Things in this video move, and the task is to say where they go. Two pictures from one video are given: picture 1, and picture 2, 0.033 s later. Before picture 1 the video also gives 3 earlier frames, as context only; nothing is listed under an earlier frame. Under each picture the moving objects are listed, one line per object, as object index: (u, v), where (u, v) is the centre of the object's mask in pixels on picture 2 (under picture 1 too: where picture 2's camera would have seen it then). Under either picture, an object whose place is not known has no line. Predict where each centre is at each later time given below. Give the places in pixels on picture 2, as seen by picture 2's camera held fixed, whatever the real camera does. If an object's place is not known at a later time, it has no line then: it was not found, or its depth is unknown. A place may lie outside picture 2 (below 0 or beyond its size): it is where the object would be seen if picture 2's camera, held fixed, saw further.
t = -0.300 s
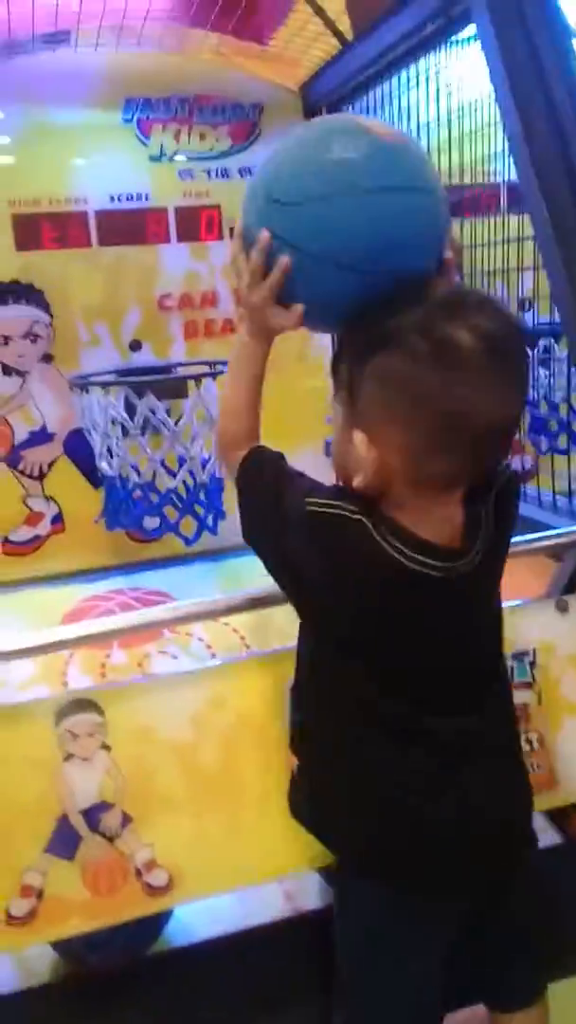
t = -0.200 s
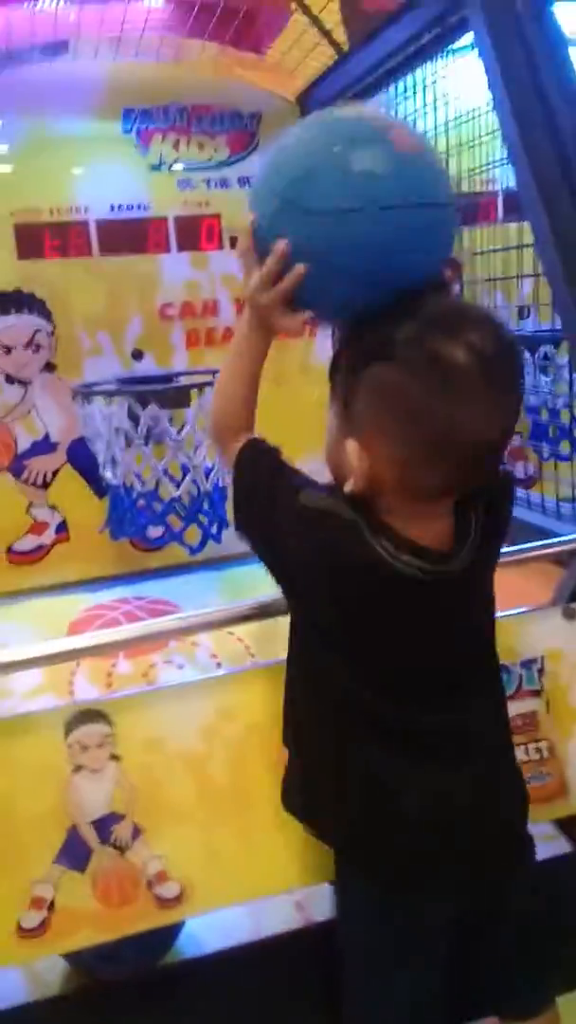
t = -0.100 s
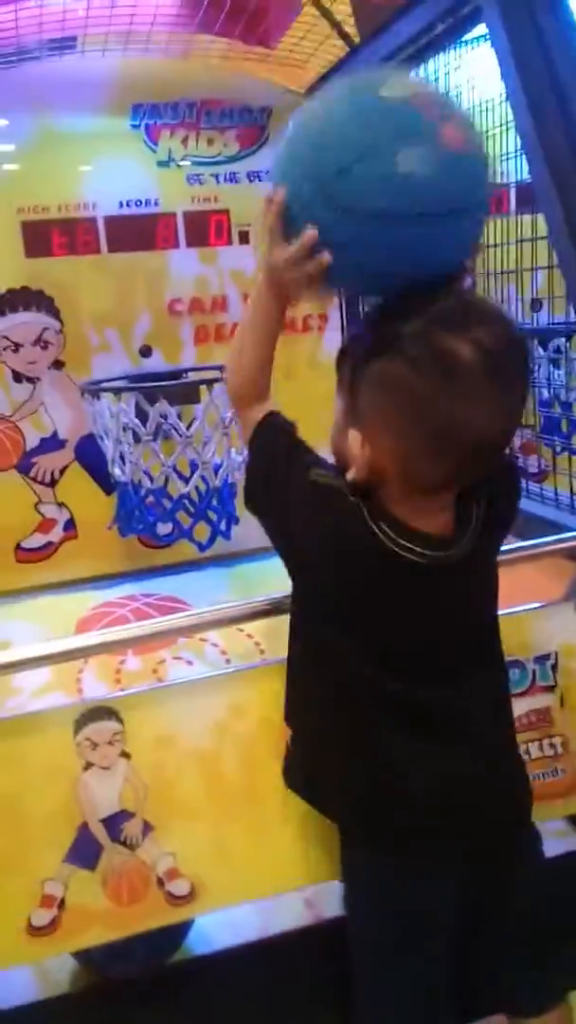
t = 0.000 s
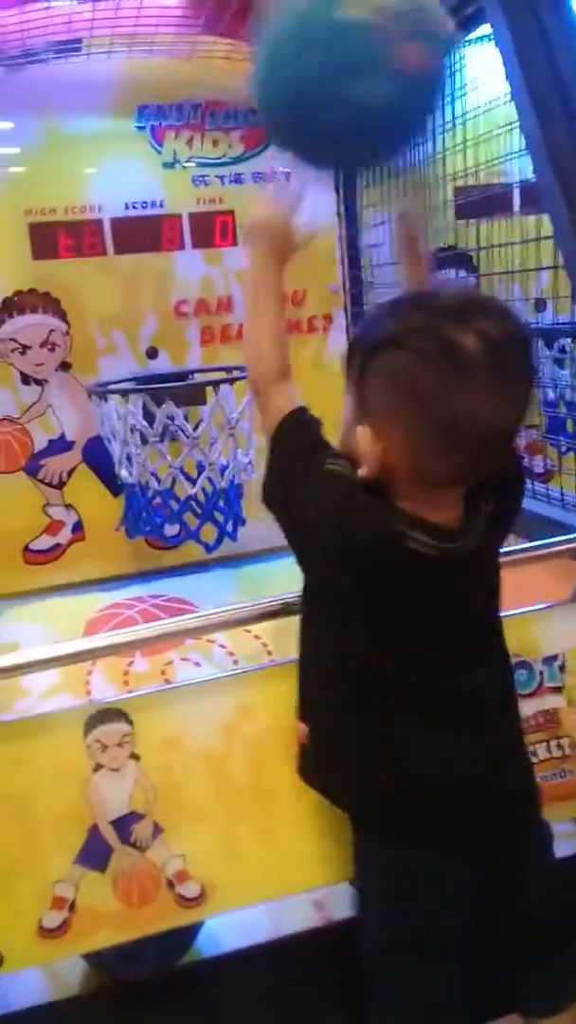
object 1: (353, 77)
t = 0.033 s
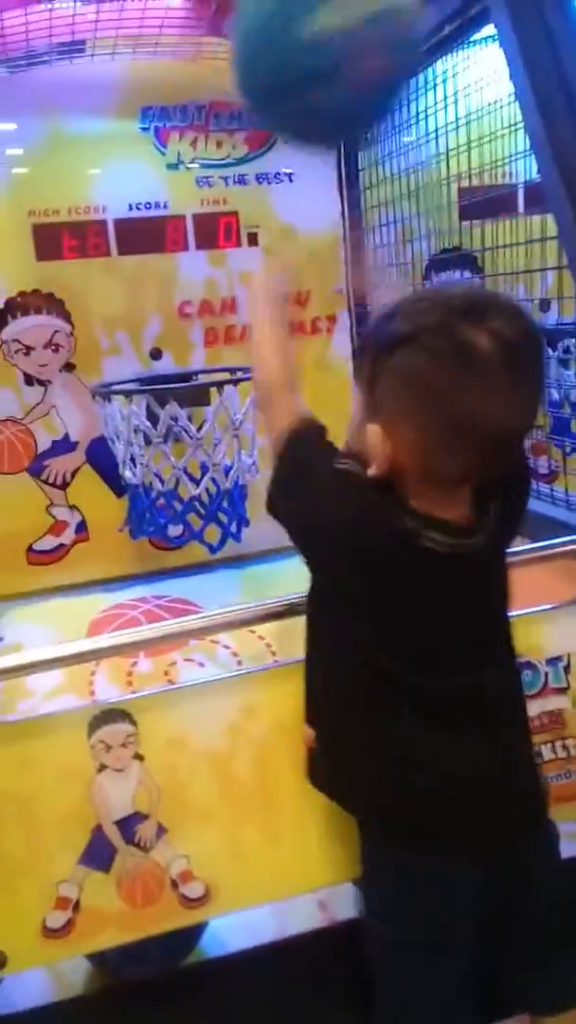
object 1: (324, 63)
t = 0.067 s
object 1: (298, 57)
